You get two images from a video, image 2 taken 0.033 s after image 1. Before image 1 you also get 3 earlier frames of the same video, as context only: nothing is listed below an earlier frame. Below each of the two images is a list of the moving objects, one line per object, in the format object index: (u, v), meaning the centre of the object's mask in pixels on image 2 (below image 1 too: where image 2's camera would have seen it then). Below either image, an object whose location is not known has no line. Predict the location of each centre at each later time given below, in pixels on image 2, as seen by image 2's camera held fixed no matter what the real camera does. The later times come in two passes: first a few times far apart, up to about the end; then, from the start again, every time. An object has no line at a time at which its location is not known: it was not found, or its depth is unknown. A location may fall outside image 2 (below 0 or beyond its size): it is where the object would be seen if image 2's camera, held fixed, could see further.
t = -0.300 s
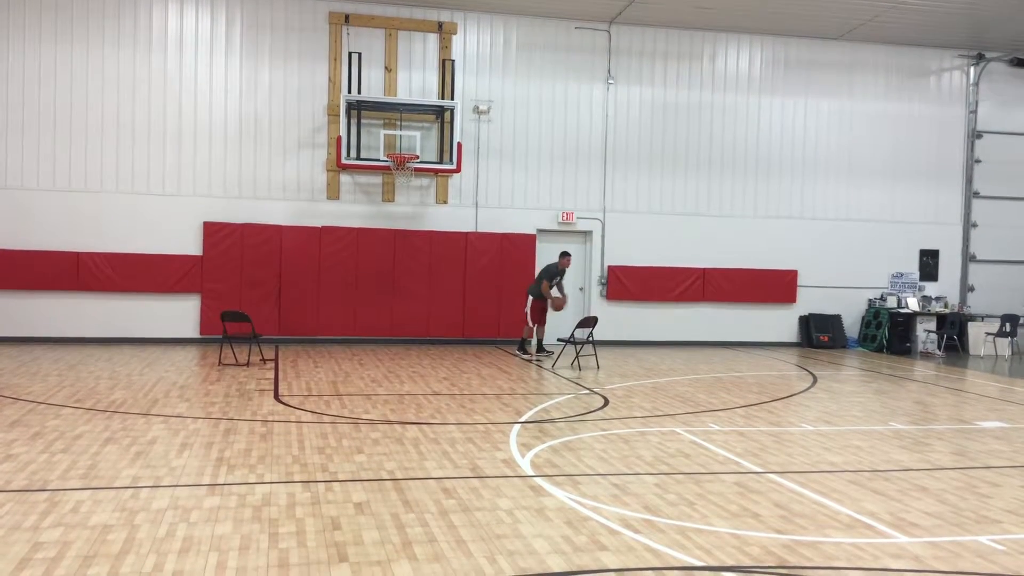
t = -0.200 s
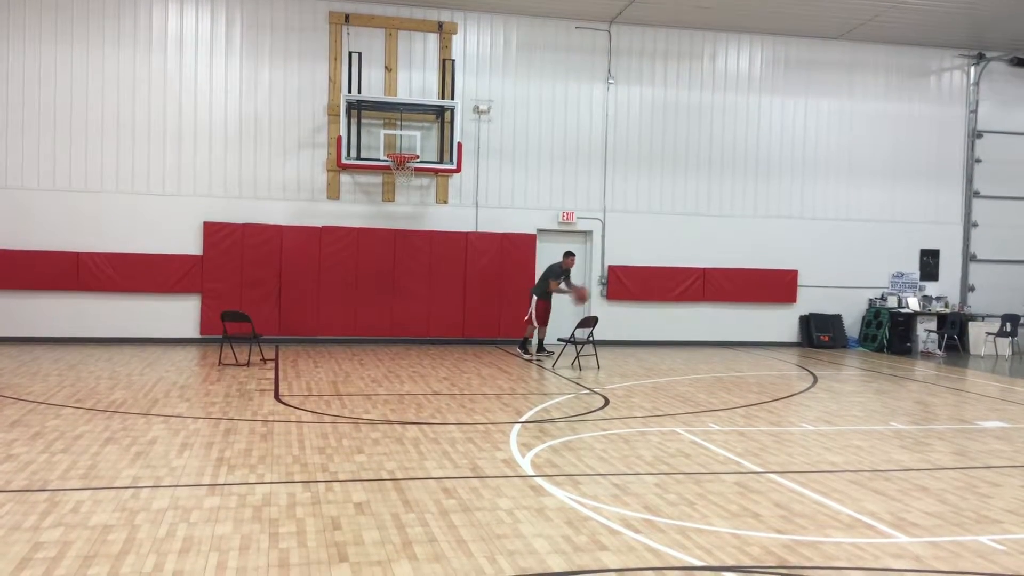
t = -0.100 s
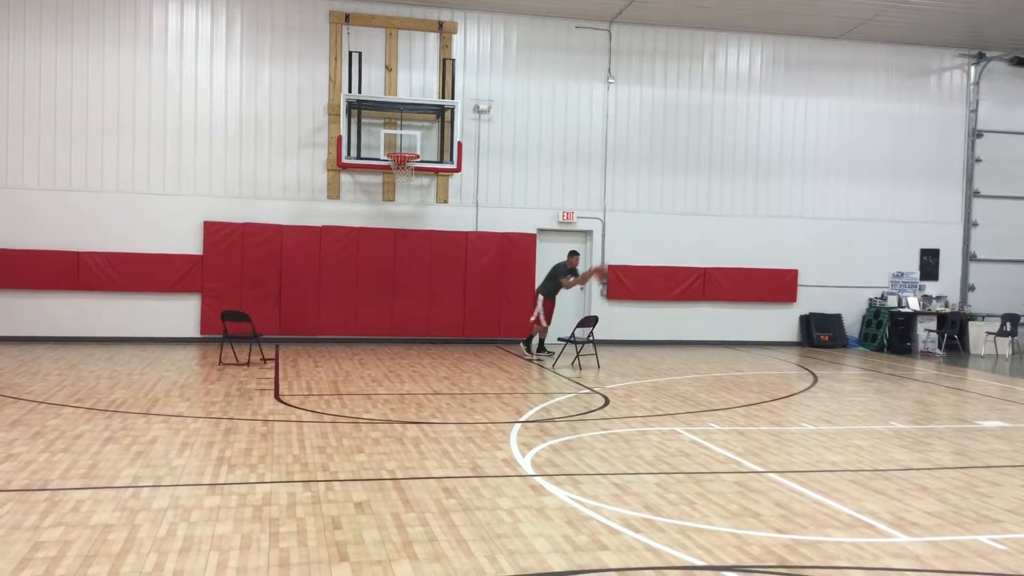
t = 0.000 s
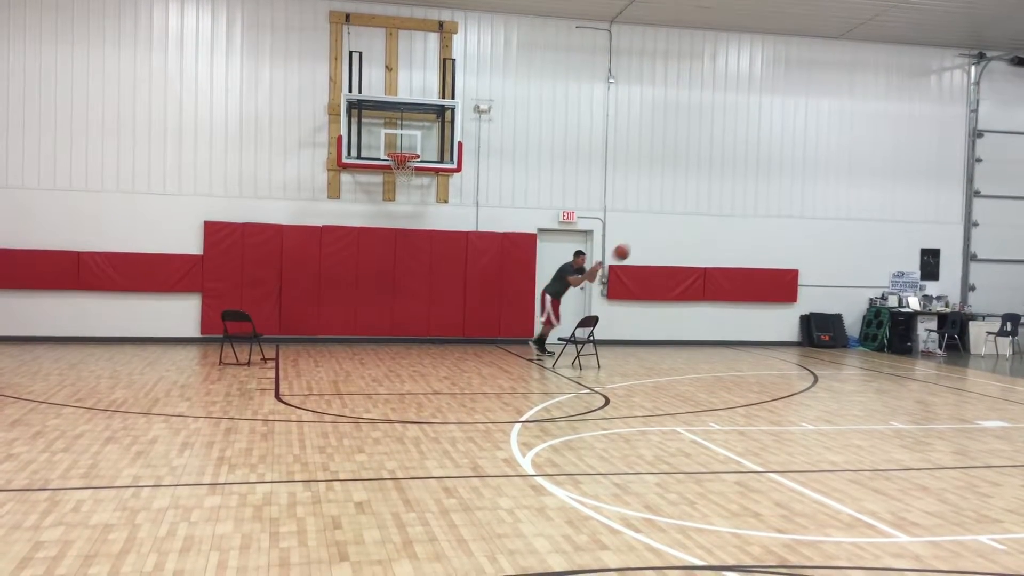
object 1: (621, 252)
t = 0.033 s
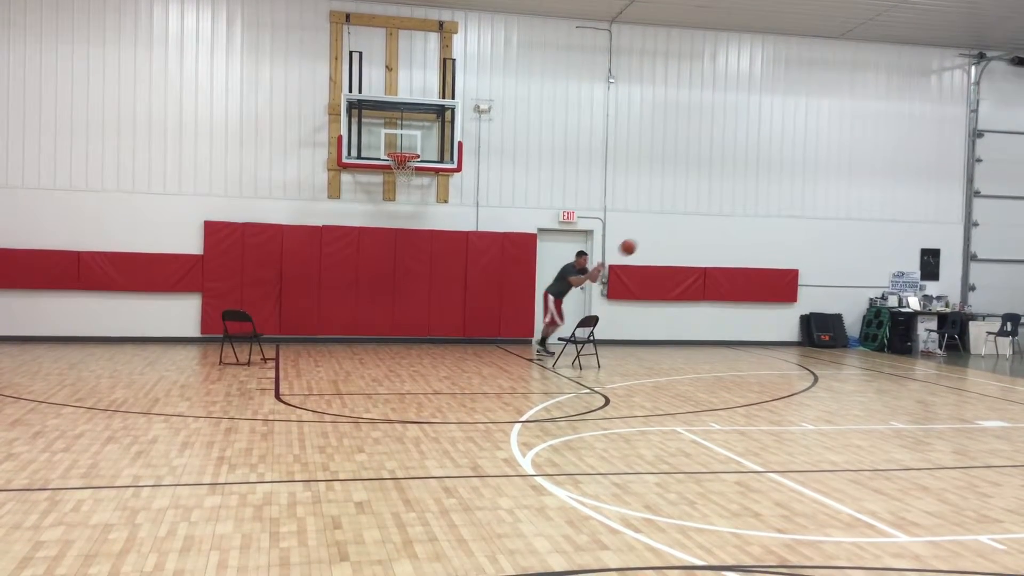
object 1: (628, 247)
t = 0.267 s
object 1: (673, 229)
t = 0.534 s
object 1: (727, 254)
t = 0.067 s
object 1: (634, 242)
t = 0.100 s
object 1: (640, 238)
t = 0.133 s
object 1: (647, 235)
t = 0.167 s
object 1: (653, 232)
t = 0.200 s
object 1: (660, 230)
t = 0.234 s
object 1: (666, 230)
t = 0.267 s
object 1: (673, 229)
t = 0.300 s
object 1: (679, 230)
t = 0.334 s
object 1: (686, 231)
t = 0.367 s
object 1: (692, 233)
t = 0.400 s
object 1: (699, 235)
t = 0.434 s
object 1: (706, 239)
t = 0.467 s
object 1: (713, 243)
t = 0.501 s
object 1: (720, 248)
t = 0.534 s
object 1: (727, 254)
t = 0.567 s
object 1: (733, 259)
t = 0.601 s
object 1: (740, 264)
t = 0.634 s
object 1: (747, 274)
